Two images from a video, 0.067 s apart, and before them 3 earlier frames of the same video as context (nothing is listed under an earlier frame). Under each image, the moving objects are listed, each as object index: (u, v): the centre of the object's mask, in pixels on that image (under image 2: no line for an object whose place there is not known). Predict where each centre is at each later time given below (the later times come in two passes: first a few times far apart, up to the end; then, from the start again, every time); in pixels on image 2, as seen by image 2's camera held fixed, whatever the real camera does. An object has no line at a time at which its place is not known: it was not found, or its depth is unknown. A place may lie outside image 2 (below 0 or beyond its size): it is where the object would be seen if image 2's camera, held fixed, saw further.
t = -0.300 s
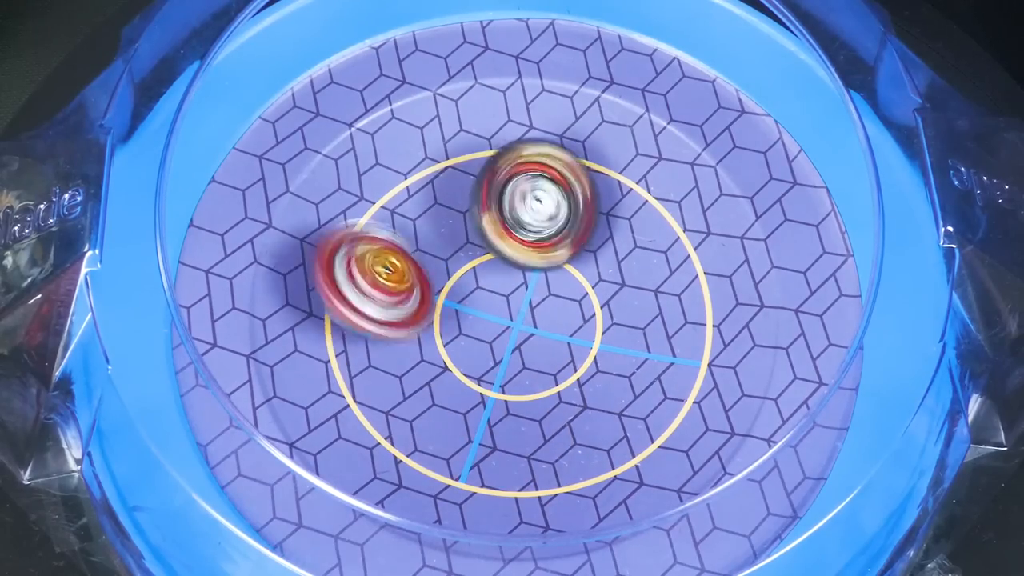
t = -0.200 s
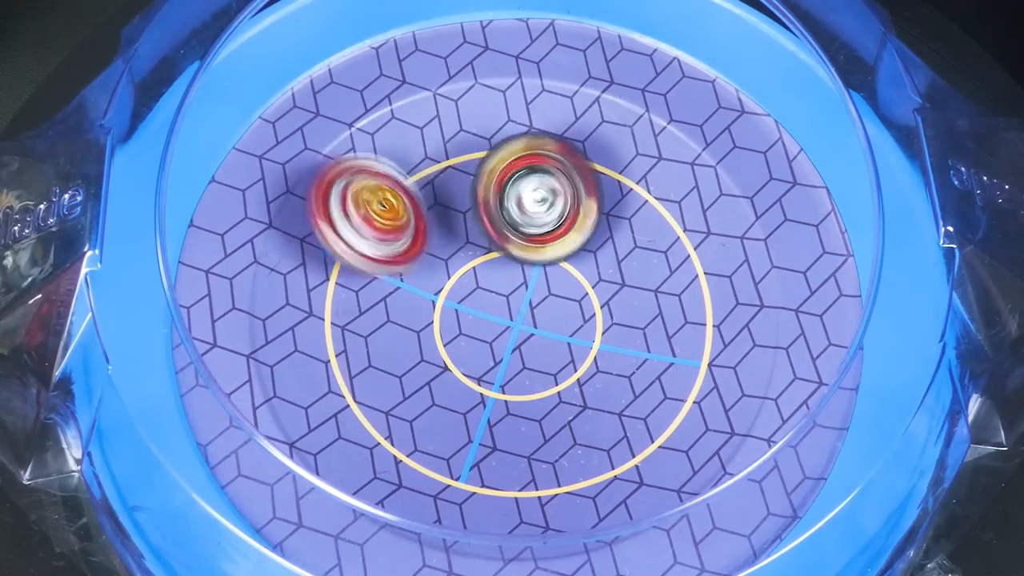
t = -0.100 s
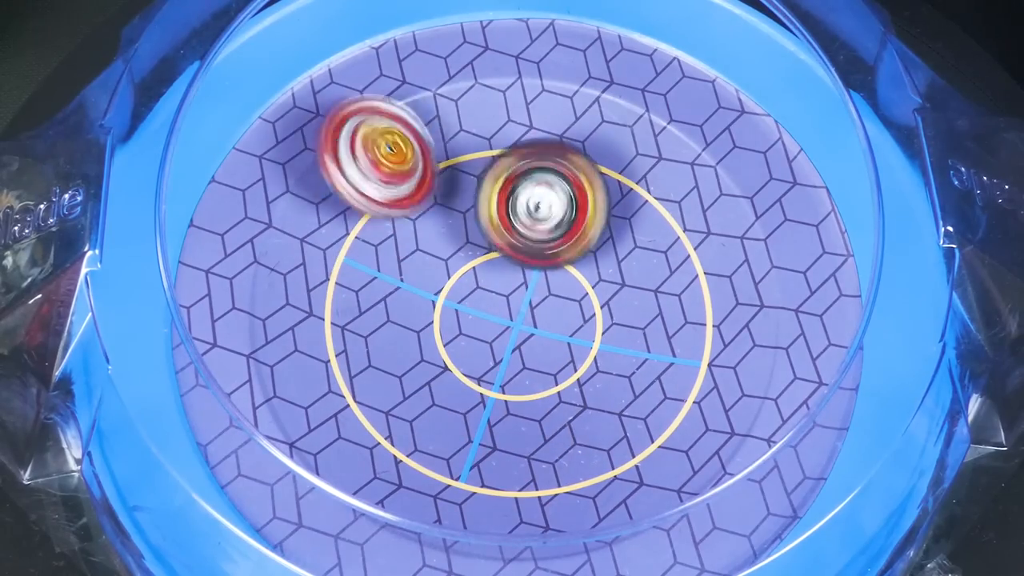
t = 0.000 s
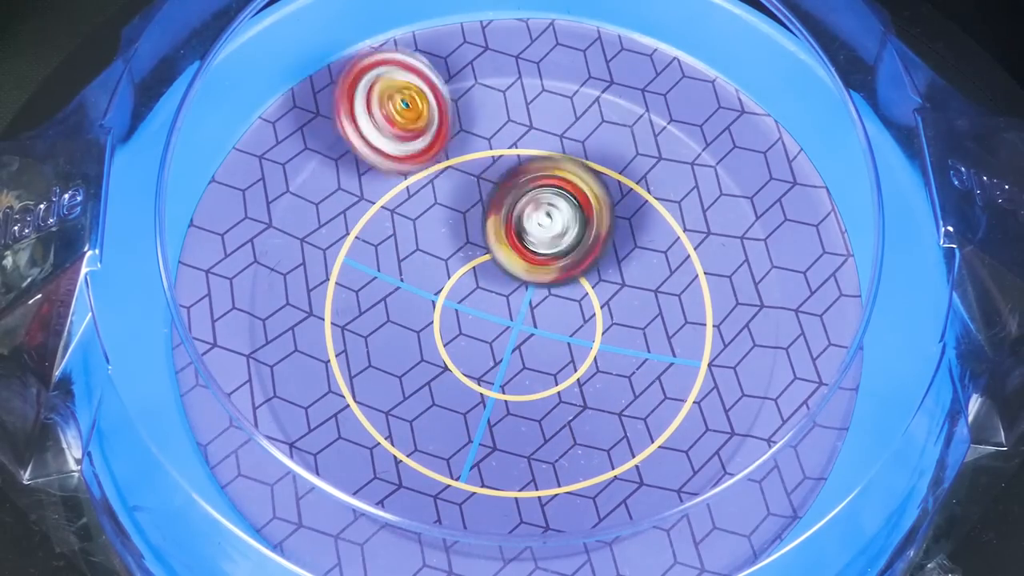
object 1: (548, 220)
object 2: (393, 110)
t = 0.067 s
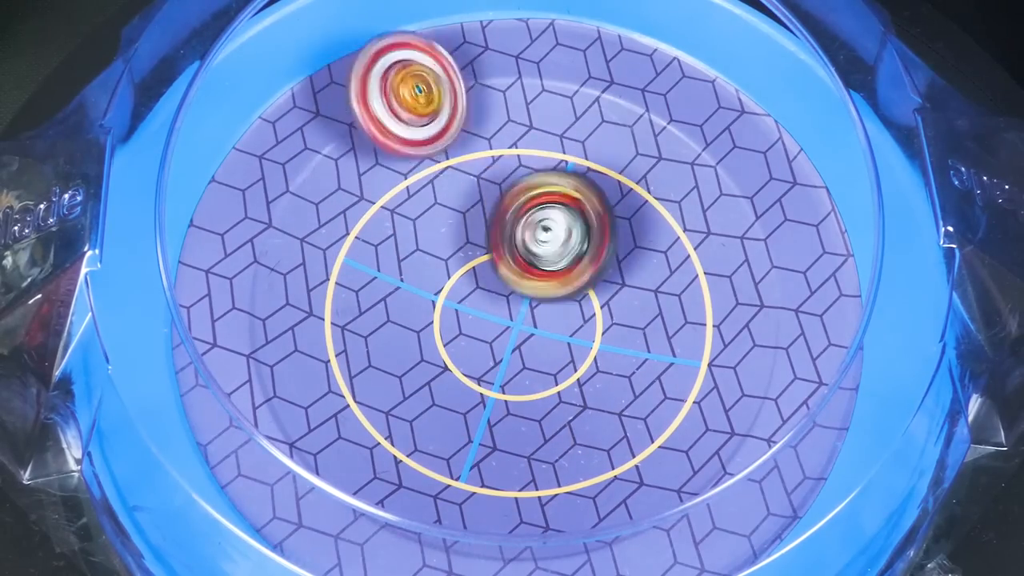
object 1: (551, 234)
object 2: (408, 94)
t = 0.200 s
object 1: (548, 266)
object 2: (457, 111)
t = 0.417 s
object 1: (517, 315)
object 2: (556, 175)
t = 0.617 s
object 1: (477, 323)
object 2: (636, 256)
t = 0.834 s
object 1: (461, 296)
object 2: (669, 328)
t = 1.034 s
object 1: (487, 266)
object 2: (622, 349)
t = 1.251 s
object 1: (520, 230)
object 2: (518, 365)
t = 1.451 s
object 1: (542, 242)
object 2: (413, 330)
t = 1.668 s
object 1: (547, 285)
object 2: (392, 271)
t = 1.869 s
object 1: (533, 333)
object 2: (428, 217)
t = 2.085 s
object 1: (493, 327)
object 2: (502, 179)
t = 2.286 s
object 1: (487, 291)
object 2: (583, 194)
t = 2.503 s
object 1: (493, 276)
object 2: (642, 258)
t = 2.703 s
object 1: (500, 268)
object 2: (624, 351)
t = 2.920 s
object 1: (495, 279)
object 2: (527, 404)
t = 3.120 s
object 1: (508, 265)
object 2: (437, 383)
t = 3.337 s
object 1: (531, 270)
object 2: (404, 281)
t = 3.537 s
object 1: (590, 287)
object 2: (452, 187)
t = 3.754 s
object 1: (573, 297)
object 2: (558, 155)
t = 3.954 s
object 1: (502, 316)
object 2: (627, 208)
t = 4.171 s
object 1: (458, 320)
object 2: (610, 317)
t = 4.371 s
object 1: (457, 283)
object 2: (536, 378)
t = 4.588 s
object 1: (468, 246)
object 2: (451, 351)
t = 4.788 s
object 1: (505, 226)
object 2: (429, 287)
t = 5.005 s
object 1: (526, 268)
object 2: (423, 251)
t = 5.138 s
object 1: (526, 287)
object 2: (434, 240)
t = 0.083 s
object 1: (551, 239)
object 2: (414, 95)
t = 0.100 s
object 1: (551, 242)
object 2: (418, 96)
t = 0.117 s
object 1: (551, 245)
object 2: (424, 97)
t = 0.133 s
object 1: (552, 250)
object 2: (432, 99)
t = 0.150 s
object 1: (550, 254)
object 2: (436, 102)
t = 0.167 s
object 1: (549, 258)
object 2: (443, 105)
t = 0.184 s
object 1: (548, 262)
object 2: (451, 106)
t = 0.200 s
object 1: (548, 266)
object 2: (457, 111)
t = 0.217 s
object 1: (548, 272)
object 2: (465, 114)
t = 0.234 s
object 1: (545, 276)
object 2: (472, 116)
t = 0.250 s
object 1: (544, 281)
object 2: (480, 122)
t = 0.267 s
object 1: (542, 284)
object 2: (487, 126)
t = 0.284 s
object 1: (541, 289)
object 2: (494, 130)
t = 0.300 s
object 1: (538, 293)
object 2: (502, 137)
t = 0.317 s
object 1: (535, 297)
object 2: (509, 142)
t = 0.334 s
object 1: (532, 300)
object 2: (517, 146)
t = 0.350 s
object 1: (530, 304)
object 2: (525, 152)
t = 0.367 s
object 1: (527, 308)
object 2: (532, 158)
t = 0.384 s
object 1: (523, 310)
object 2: (539, 163)
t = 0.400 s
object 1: (519, 313)
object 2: (548, 169)
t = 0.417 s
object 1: (517, 315)
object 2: (556, 175)
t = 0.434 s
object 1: (513, 317)
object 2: (562, 181)
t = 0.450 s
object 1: (510, 320)
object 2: (571, 187)
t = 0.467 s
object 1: (505, 322)
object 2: (579, 194)
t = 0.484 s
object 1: (501, 323)
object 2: (585, 201)
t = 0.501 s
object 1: (498, 324)
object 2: (593, 207)
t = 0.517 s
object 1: (495, 325)
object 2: (599, 214)
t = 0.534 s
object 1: (491, 326)
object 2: (605, 221)
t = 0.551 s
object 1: (488, 325)
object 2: (613, 227)
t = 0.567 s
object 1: (486, 325)
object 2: (619, 236)
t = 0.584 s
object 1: (483, 325)
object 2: (625, 243)
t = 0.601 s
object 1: (480, 325)
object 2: (630, 248)
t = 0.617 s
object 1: (477, 323)
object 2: (636, 256)
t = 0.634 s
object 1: (474, 322)
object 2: (641, 262)
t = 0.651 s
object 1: (472, 320)
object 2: (646, 268)
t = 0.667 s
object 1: (470, 319)
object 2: (651, 276)
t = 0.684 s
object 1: (467, 318)
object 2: (654, 282)
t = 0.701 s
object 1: (465, 316)
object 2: (658, 287)
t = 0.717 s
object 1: (464, 313)
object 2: (662, 293)
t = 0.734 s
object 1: (464, 311)
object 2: (664, 299)
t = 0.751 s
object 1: (463, 310)
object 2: (666, 305)
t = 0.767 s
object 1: (460, 307)
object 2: (669, 309)
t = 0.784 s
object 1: (461, 303)
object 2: (669, 315)
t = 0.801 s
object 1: (461, 301)
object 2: (670, 320)
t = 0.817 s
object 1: (462, 298)
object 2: (670, 323)
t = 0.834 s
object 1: (461, 296)
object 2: (669, 328)
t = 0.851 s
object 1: (461, 292)
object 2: (668, 331)
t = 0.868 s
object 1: (463, 289)
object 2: (665, 335)
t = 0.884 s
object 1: (465, 287)
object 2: (664, 338)
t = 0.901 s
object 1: (467, 285)
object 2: (661, 340)
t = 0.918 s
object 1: (467, 282)
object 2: (657, 343)
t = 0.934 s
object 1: (469, 278)
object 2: (655, 343)
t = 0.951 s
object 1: (473, 276)
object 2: (649, 345)
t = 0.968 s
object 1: (476, 275)
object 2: (647, 346)
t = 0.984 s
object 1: (478, 273)
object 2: (639, 347)
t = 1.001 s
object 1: (480, 271)
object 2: (635, 348)
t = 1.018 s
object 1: (483, 268)
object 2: (628, 348)
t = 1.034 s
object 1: (487, 266)
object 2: (622, 349)
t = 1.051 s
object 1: (491, 266)
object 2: (617, 348)
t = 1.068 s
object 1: (494, 265)
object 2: (609, 349)
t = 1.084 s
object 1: (497, 263)
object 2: (605, 348)
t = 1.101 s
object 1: (501, 262)
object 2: (595, 348)
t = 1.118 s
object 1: (505, 260)
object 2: (590, 347)
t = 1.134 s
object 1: (507, 254)
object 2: (583, 350)
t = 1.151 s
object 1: (510, 249)
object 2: (577, 354)
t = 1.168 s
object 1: (511, 242)
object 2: (568, 357)
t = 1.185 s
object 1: (514, 237)
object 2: (558, 361)
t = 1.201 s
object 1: (517, 235)
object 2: (548, 363)
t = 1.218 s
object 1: (518, 233)
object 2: (537, 366)
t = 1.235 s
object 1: (519, 231)
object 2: (529, 366)
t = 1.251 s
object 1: (520, 230)
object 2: (518, 365)
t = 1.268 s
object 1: (522, 229)
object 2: (509, 364)
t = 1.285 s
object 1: (524, 229)
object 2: (497, 364)
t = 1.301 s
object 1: (526, 230)
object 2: (489, 361)
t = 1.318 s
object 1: (527, 230)
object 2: (478, 359)
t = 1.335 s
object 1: (528, 230)
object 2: (469, 356)
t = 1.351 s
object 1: (533, 230)
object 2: (459, 354)
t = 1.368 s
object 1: (534, 233)
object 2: (449, 350)
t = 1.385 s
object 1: (536, 235)
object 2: (442, 347)
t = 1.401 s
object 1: (537, 236)
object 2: (432, 342)
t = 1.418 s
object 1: (538, 237)
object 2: (426, 339)
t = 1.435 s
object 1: (541, 239)
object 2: (418, 333)
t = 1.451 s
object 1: (542, 242)
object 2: (413, 330)
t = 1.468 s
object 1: (544, 245)
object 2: (406, 324)
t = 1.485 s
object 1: (545, 247)
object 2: (402, 321)
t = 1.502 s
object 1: (546, 248)
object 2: (396, 315)
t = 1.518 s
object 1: (549, 252)
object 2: (394, 312)
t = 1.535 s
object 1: (548, 255)
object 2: (390, 306)
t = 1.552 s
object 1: (549, 260)
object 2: (390, 303)
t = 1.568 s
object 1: (549, 263)
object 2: (387, 297)
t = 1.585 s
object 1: (550, 265)
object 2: (388, 294)
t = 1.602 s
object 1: (551, 270)
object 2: (386, 288)
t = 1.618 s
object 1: (550, 273)
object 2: (388, 284)
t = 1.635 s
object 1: (549, 277)
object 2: (388, 279)
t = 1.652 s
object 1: (548, 281)
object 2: (391, 277)
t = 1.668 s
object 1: (547, 285)
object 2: (392, 271)
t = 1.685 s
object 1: (547, 288)
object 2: (397, 269)
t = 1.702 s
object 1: (545, 292)
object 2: (399, 265)
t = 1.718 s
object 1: (542, 295)
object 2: (403, 263)
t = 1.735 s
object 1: (540, 298)
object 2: (407, 259)
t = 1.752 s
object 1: (537, 301)
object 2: (413, 257)
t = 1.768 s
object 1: (535, 305)
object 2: (416, 253)
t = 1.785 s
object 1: (536, 311)
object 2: (416, 247)
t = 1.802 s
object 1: (538, 316)
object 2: (418, 240)
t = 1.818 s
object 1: (536, 323)
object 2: (419, 233)
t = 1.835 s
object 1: (536, 327)
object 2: (422, 229)
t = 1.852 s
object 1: (535, 330)
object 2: (426, 222)
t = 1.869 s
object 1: (533, 333)
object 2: (428, 217)
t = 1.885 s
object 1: (529, 335)
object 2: (434, 211)
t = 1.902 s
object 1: (526, 337)
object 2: (437, 207)
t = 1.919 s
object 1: (523, 338)
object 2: (442, 202)
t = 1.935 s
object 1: (520, 337)
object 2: (447, 199)
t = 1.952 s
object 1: (516, 338)
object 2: (453, 194)
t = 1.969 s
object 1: (512, 337)
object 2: (459, 191)
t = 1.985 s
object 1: (510, 336)
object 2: (465, 189)
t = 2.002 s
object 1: (507, 336)
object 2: (471, 186)
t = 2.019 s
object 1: (504, 335)
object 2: (476, 185)
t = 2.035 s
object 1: (501, 334)
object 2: (484, 182)
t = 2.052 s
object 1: (499, 333)
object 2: (490, 181)
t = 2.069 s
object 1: (496, 330)
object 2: (497, 180)
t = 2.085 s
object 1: (493, 327)
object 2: (502, 179)
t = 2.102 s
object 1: (491, 325)
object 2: (511, 178)
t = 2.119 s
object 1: (490, 323)
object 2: (518, 178)
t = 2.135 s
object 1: (489, 320)
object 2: (525, 177)
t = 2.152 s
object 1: (488, 318)
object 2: (533, 178)
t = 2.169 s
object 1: (486, 314)
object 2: (540, 179)
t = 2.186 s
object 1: (485, 310)
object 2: (547, 180)
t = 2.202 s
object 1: (485, 307)
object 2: (554, 181)
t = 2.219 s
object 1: (485, 304)
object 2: (560, 183)
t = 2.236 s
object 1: (486, 301)
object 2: (566, 185)
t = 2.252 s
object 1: (486, 299)
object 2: (572, 188)
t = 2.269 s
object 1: (486, 294)
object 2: (577, 191)
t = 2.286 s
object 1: (487, 291)
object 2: (583, 194)
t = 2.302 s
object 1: (489, 288)
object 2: (586, 199)
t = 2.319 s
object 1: (492, 285)
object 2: (591, 202)
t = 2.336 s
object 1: (489, 284)
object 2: (598, 207)
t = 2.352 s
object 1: (484, 283)
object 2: (607, 209)
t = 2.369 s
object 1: (482, 281)
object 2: (614, 213)
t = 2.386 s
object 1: (482, 280)
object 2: (619, 216)
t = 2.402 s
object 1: (482, 280)
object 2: (626, 222)
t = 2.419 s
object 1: (484, 279)
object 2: (630, 227)
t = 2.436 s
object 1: (485, 279)
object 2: (635, 235)
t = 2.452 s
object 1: (487, 278)
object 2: (637, 240)
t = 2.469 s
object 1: (489, 277)
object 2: (642, 245)
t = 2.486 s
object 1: (490, 277)
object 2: (642, 253)
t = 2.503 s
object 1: (493, 276)
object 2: (642, 258)
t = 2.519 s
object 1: (496, 277)
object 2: (644, 265)
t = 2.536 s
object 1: (497, 278)
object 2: (643, 271)
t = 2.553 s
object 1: (500, 278)
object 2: (644, 278)
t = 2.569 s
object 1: (501, 278)
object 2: (642, 286)
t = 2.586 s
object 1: (502, 278)
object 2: (641, 292)
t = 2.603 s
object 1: (506, 279)
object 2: (637, 301)
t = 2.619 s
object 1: (508, 280)
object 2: (635, 307)
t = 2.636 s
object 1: (509, 282)
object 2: (632, 313)
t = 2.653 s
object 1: (508, 281)
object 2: (628, 322)
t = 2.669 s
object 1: (504, 276)
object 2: (628, 331)
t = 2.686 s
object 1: (502, 272)
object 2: (627, 343)
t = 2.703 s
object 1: (500, 268)
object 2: (624, 351)
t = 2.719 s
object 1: (498, 268)
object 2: (621, 356)
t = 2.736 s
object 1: (497, 268)
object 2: (614, 364)
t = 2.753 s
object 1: (496, 267)
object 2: (608, 370)
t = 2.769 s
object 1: (497, 269)
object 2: (604, 377)
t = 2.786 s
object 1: (496, 270)
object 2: (594, 381)
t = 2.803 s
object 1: (496, 271)
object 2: (588, 384)
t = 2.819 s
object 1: (497, 273)
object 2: (581, 391)
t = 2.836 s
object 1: (496, 275)
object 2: (571, 393)
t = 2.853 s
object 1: (495, 275)
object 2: (565, 396)
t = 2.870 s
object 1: (496, 276)
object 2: (554, 401)
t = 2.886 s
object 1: (495, 277)
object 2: (546, 401)
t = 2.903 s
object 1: (495, 277)
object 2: (539, 404)
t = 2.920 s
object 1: (495, 279)
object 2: (527, 404)
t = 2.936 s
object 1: (494, 280)
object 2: (519, 404)
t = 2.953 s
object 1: (494, 280)
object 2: (511, 405)
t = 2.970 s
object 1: (494, 280)
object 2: (503, 404)
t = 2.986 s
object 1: (494, 281)
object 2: (497, 402)
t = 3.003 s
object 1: (494, 281)
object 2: (487, 400)
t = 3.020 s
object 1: (495, 280)
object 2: (479, 398)
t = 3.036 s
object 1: (498, 276)
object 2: (471, 400)
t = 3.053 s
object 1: (501, 272)
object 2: (461, 398)
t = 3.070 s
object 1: (502, 270)
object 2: (455, 395)
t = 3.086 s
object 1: (504, 268)
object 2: (450, 393)
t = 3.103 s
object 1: (506, 266)
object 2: (442, 387)
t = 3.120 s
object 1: (508, 265)
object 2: (437, 383)
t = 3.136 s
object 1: (510, 265)
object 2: (430, 376)
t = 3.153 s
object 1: (511, 266)
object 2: (424, 369)
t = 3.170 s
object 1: (511, 268)
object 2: (422, 364)
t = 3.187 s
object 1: (509, 269)
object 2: (419, 355)
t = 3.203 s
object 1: (508, 269)
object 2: (414, 347)
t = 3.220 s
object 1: (508, 267)
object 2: (412, 341)
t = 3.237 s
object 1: (514, 266)
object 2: (408, 334)
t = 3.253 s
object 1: (520, 267)
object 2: (404, 323)
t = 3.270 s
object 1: (524, 269)
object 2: (403, 317)
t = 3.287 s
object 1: (525, 270)
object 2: (404, 309)
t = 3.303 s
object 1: (526, 270)
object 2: (402, 297)
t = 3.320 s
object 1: (527, 269)
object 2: (405, 290)
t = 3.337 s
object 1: (531, 270)
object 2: (404, 281)
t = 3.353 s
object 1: (540, 273)
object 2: (403, 271)
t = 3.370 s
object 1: (546, 275)
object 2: (405, 262)
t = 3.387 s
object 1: (552, 277)
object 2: (406, 255)
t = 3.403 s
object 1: (560, 278)
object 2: (407, 246)
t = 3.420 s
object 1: (565, 279)
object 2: (410, 236)
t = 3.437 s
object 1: (571, 280)
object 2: (417, 228)
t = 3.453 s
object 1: (576, 280)
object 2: (421, 222)
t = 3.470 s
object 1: (581, 282)
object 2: (425, 213)
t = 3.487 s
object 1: (585, 282)
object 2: (433, 204)
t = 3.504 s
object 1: (588, 284)
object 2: (440, 200)
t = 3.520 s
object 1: (588, 286)
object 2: (446, 194)
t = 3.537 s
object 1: (590, 287)
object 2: (452, 187)
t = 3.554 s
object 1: (591, 287)
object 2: (461, 181)
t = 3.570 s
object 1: (591, 288)
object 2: (467, 177)
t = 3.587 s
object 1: (592, 289)
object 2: (475, 171)
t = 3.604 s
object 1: (592, 289)
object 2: (485, 166)
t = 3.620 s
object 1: (591, 289)
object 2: (494, 164)
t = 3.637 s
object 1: (590, 290)
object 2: (501, 163)
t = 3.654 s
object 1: (590, 291)
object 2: (508, 160)
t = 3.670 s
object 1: (587, 292)
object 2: (517, 157)
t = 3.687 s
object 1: (585, 292)
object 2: (526, 156)
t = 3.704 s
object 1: (583, 293)
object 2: (534, 155)
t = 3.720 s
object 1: (581, 294)
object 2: (542, 154)
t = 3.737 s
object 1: (577, 296)
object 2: (551, 153)
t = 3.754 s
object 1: (573, 297)
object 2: (558, 155)
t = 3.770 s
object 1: (569, 299)
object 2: (565, 156)
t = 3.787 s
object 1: (564, 301)
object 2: (573, 157)
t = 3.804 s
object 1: (560, 303)
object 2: (581, 159)
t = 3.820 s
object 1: (553, 304)
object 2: (587, 162)
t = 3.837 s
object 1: (548, 306)
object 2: (594, 166)
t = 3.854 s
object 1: (541, 308)
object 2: (600, 170)
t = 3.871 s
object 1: (535, 310)
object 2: (606, 176)
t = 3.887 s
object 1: (528, 311)
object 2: (610, 182)
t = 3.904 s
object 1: (521, 312)
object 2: (614, 188)
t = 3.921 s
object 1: (516, 313)
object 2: (619, 193)
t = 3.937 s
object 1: (508, 315)
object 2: (624, 200)
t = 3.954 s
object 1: (502, 316)
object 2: (627, 208)
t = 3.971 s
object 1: (495, 318)
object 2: (630, 216)
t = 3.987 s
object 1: (488, 318)
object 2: (632, 223)
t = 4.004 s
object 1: (484, 319)
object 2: (635, 231)
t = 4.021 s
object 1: (479, 320)
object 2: (634, 240)
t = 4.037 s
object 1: (473, 321)
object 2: (633, 249)
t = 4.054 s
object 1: (470, 320)
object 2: (634, 255)
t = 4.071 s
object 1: (466, 320)
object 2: (633, 264)
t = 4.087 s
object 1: (464, 320)
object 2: (631, 274)
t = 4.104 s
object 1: (462, 320)
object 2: (628, 283)
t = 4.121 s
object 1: (460, 321)
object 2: (625, 292)
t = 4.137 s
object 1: (458, 321)
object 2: (622, 301)
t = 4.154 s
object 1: (458, 321)
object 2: (616, 311)
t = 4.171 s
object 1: (458, 320)
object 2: (610, 317)
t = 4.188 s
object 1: (460, 320)
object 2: (606, 324)
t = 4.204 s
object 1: (461, 319)
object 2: (602, 332)
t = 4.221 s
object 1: (463, 318)
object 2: (594, 339)
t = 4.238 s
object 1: (461, 316)
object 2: (590, 346)
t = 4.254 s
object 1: (461, 314)
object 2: (587, 351)
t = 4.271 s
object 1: (461, 311)
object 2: (582, 358)
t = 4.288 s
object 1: (459, 307)
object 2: (574, 364)
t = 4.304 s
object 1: (460, 303)
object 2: (567, 367)
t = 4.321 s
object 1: (458, 297)
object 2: (560, 371)
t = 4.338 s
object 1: (457, 292)
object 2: (553, 375)
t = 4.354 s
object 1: (457, 287)
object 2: (544, 378)
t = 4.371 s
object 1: (457, 283)
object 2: (536, 378)
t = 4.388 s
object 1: (456, 278)
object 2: (529, 379)
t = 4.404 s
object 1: (456, 274)
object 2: (522, 378)
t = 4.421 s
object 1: (456, 271)
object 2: (511, 378)
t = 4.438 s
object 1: (456, 268)
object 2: (502, 376)
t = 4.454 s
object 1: (456, 266)
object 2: (496, 373)
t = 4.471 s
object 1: (456, 265)
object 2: (489, 370)
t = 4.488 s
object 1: (457, 264)
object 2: (481, 367)
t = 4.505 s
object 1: (458, 261)
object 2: (474, 367)
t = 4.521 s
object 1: (459, 258)
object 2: (470, 365)
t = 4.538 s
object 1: (461, 254)
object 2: (466, 363)
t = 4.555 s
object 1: (464, 251)
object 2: (462, 360)
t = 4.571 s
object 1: (466, 248)
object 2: (455, 356)
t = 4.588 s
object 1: (468, 246)
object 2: (451, 351)
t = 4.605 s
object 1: (472, 242)
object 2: (449, 349)
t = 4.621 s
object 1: (476, 238)
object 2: (446, 344)
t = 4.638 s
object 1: (479, 236)
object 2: (444, 340)
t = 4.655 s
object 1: (482, 233)
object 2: (441, 335)
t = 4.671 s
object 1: (486, 230)
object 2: (439, 329)
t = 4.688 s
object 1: (489, 228)
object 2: (438, 322)
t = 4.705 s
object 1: (492, 226)
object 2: (437, 317)
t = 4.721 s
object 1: (495, 223)
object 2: (436, 312)
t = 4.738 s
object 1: (499, 223)
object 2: (434, 308)
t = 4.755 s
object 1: (501, 223)
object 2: (433, 301)
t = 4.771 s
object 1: (503, 224)
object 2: (431, 295)
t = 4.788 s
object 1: (505, 226)
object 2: (429, 287)
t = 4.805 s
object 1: (508, 228)
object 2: (428, 280)
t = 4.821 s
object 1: (510, 231)
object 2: (426, 274)
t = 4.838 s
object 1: (513, 234)
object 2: (425, 269)
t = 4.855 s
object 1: (515, 236)
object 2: (424, 266)
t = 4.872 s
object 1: (518, 240)
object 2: (423, 261)
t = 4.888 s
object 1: (520, 243)
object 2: (423, 260)
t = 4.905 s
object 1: (521, 247)
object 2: (422, 258)
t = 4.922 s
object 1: (523, 250)
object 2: (422, 257)
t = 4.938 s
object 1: (524, 254)
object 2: (422, 256)
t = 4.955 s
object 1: (525, 258)
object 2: (422, 255)
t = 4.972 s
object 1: (525, 261)
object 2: (423, 253)
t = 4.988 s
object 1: (526, 265)
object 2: (423, 252)
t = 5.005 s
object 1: (526, 268)
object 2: (423, 251)
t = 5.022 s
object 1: (526, 271)
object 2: (424, 250)
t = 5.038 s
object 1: (527, 274)
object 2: (424, 249)
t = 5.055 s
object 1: (527, 278)
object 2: (425, 248)
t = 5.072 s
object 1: (526, 281)
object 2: (426, 247)
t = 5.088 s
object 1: (526, 283)
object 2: (428, 245)
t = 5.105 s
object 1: (526, 285)
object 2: (430, 243)
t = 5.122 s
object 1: (526, 286)
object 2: (432, 241)
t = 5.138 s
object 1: (526, 287)
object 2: (434, 240)
